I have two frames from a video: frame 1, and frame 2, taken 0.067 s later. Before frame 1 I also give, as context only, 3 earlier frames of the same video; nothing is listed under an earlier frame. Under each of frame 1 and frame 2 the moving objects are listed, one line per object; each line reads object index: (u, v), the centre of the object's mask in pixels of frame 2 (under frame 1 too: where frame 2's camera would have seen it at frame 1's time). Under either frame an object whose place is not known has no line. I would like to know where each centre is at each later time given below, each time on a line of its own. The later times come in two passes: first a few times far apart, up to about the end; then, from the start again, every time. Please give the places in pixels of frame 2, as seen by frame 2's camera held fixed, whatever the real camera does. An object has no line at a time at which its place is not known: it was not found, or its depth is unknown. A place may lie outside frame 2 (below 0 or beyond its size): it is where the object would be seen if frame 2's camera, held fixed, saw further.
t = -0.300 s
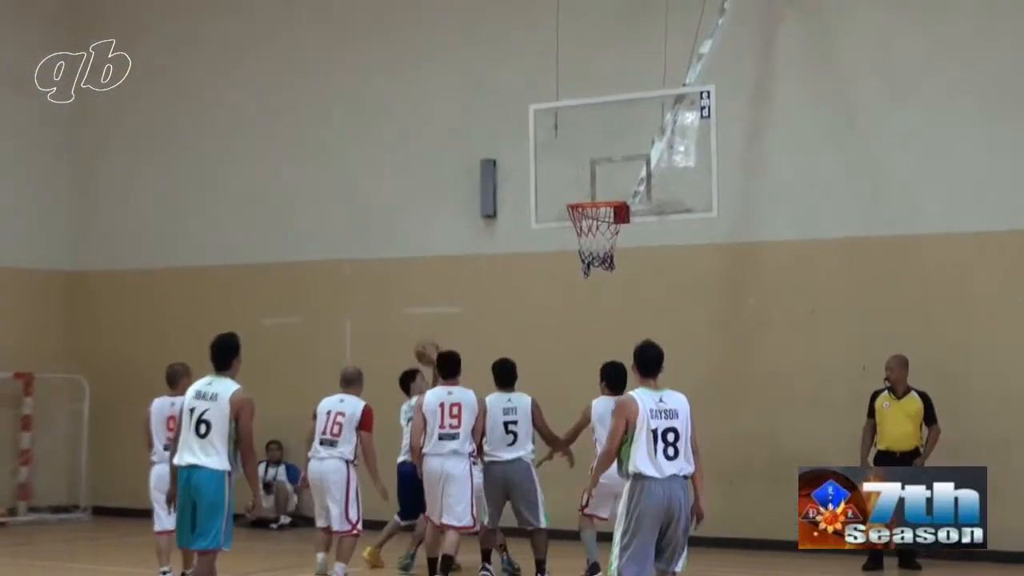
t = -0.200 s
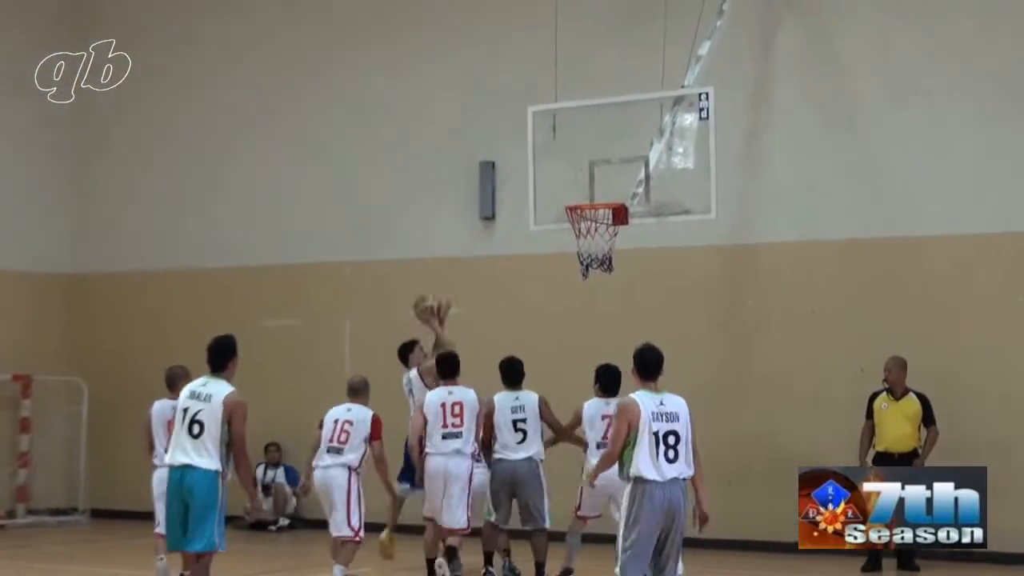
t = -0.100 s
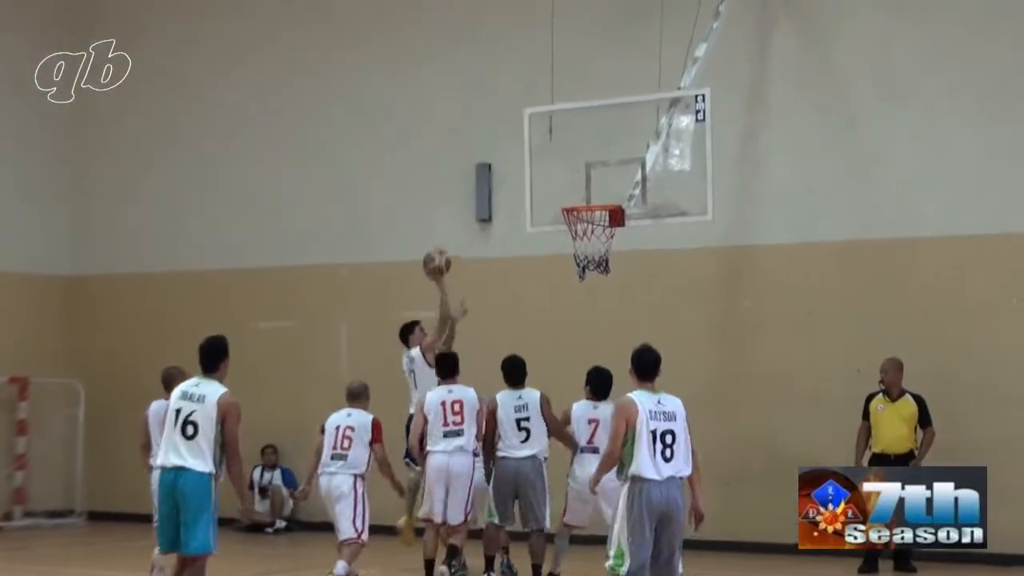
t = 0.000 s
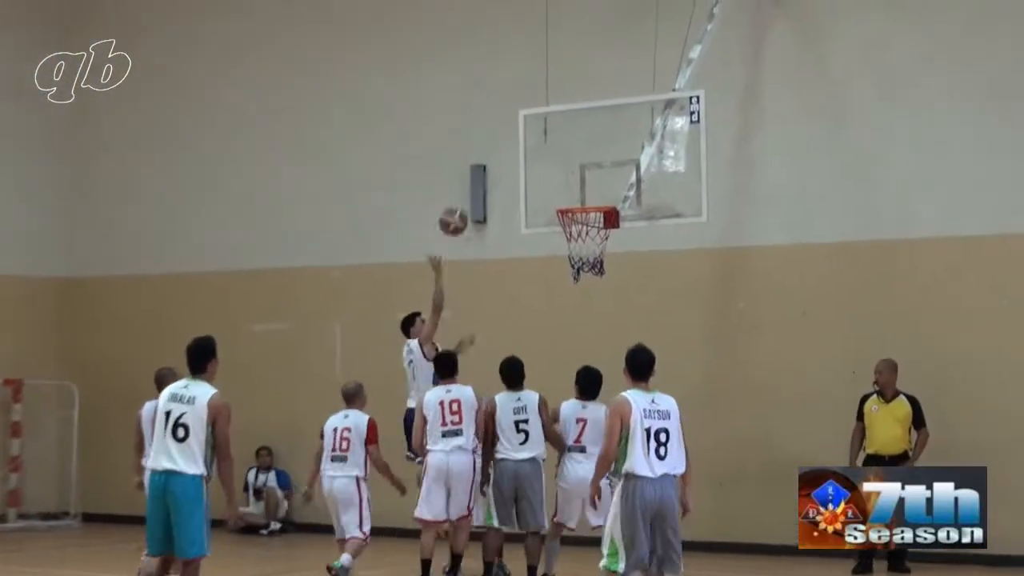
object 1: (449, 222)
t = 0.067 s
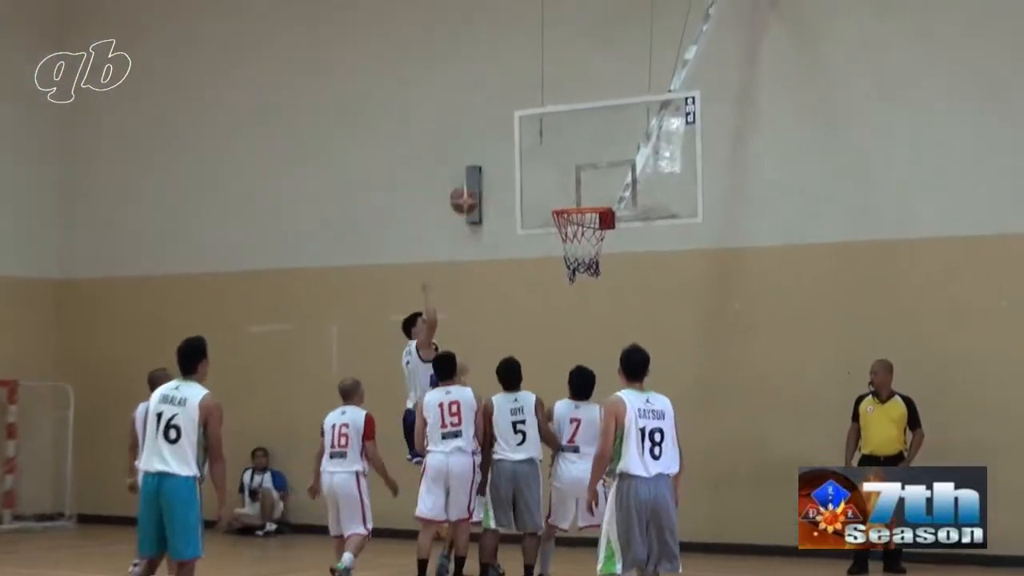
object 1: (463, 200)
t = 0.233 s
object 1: (503, 165)
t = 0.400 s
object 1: (544, 164)
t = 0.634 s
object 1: (589, 183)
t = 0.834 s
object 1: (605, 180)
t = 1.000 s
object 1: (619, 212)
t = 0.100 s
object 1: (471, 191)
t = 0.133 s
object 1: (479, 181)
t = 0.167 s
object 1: (488, 175)
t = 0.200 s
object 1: (496, 169)
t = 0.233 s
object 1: (503, 165)
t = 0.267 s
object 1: (511, 162)
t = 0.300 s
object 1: (519, 160)
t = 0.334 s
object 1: (527, 159)
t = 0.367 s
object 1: (535, 161)
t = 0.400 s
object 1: (544, 164)
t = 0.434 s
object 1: (551, 166)
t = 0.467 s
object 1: (559, 172)
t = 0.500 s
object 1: (568, 178)
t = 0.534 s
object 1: (576, 186)
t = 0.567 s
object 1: (585, 194)
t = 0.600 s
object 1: (587, 188)
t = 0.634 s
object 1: (589, 183)
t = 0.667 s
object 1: (591, 181)
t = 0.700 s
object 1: (593, 177)
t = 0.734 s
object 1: (597, 176)
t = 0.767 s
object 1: (600, 176)
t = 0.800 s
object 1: (602, 178)
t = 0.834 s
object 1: (605, 180)
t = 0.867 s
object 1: (607, 185)
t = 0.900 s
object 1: (610, 190)
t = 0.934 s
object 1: (612, 196)
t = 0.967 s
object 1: (616, 203)
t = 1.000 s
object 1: (619, 212)
